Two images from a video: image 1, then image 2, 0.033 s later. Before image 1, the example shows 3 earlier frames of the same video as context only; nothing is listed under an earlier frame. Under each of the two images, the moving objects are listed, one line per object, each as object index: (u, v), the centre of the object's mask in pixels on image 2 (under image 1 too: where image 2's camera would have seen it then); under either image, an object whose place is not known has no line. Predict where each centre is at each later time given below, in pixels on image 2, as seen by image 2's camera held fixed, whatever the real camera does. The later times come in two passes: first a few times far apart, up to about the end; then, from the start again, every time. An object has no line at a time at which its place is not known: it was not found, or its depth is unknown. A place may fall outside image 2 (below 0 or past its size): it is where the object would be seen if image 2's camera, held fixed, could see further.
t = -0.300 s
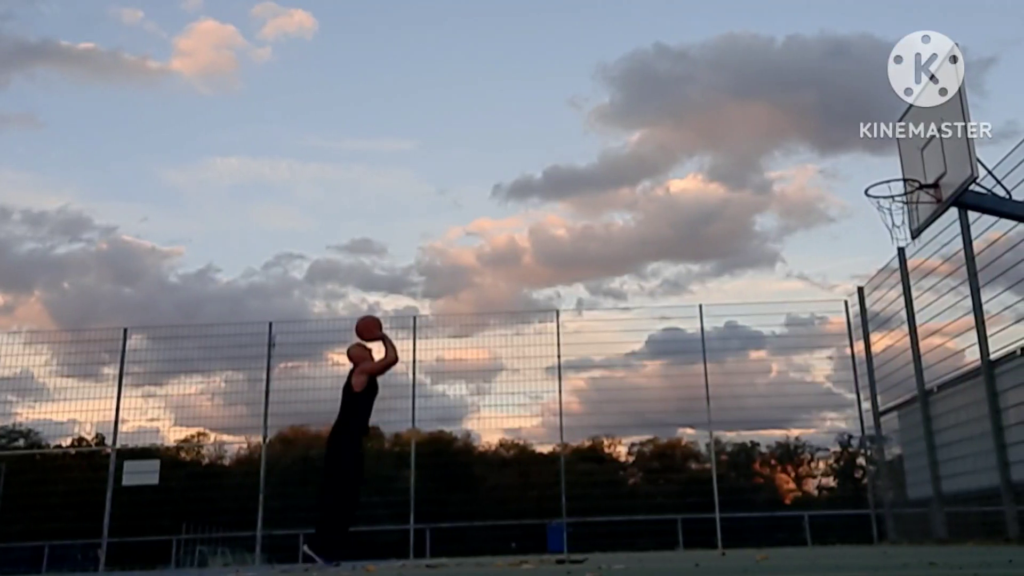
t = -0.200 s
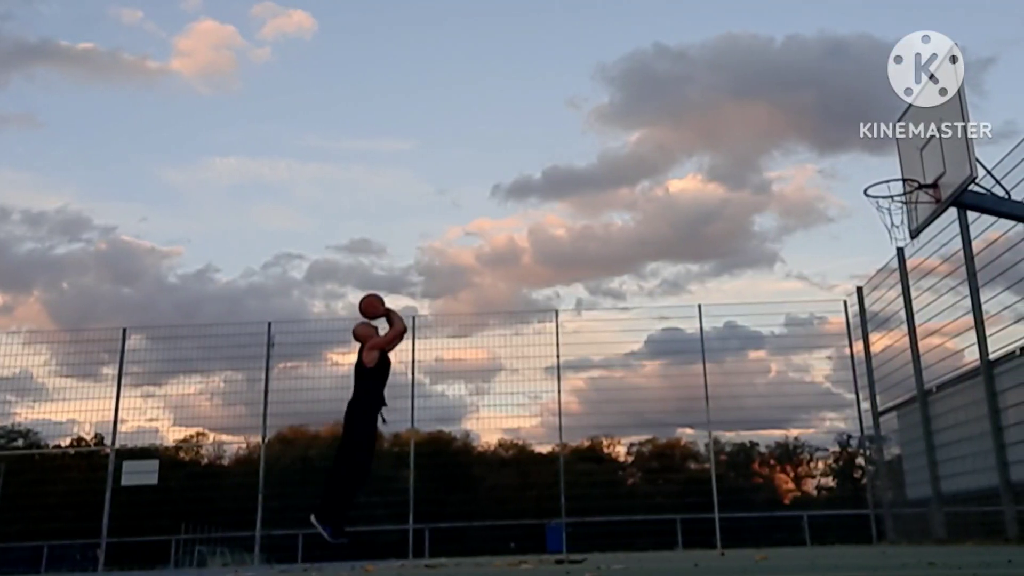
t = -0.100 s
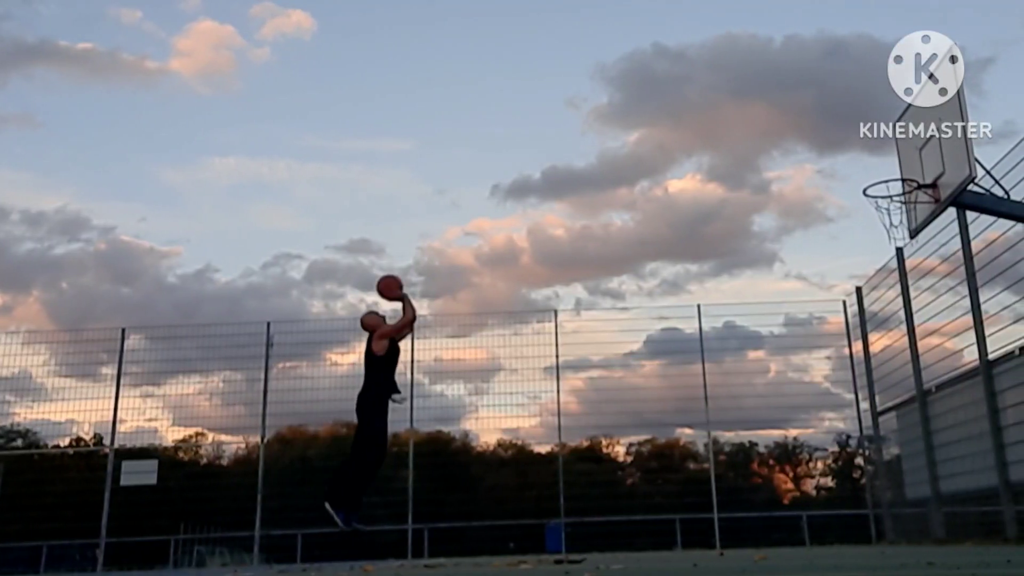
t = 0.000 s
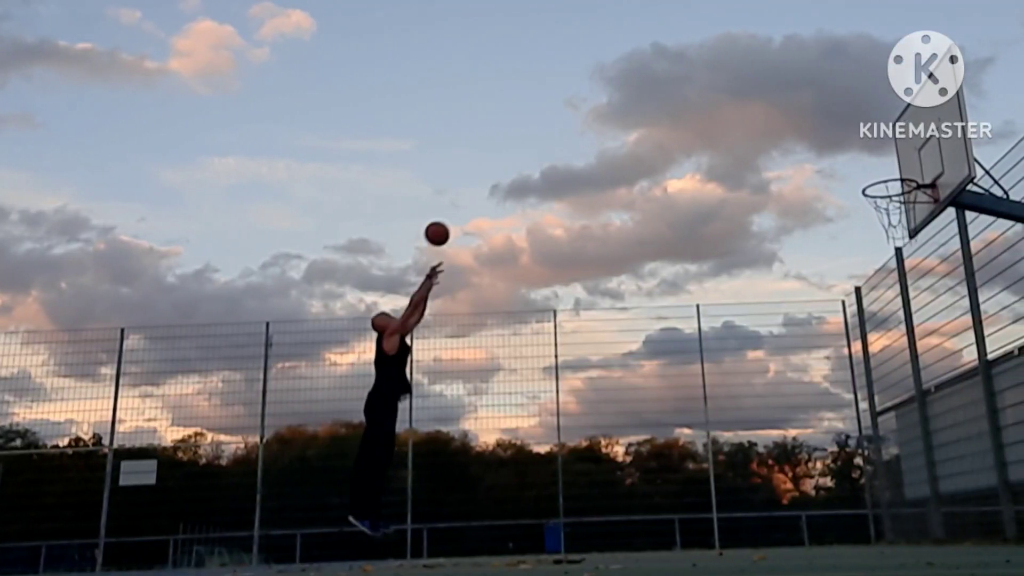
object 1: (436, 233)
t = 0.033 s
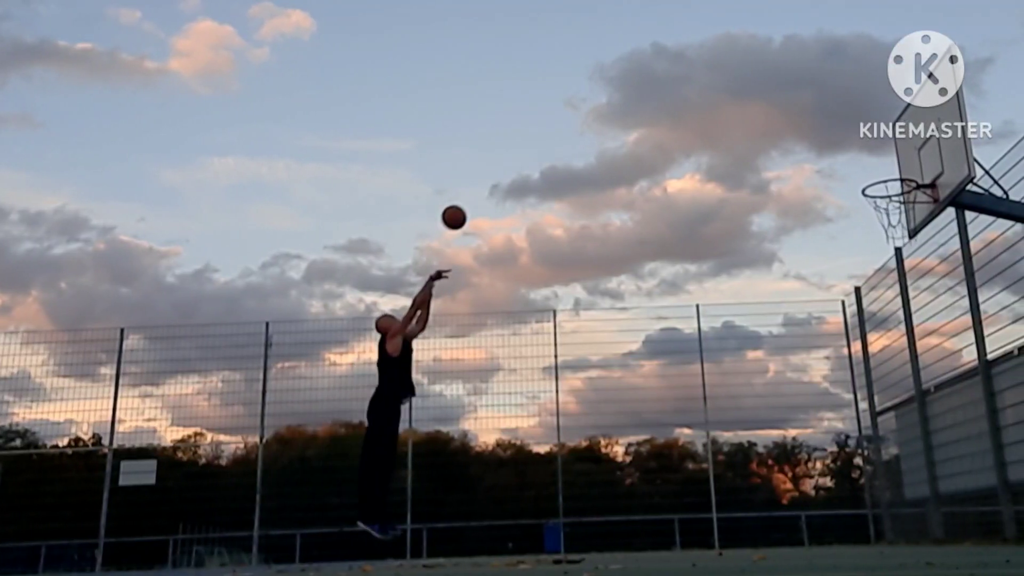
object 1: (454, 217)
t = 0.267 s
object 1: (571, 138)
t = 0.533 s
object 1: (703, 114)
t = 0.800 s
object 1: (842, 160)
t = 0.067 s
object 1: (471, 202)
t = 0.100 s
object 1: (488, 188)
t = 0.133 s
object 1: (505, 176)
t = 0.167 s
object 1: (521, 165)
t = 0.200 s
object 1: (538, 155)
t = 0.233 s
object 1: (554, 146)
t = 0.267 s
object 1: (571, 138)
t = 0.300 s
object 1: (587, 131)
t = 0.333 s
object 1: (604, 125)
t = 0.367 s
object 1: (620, 121)
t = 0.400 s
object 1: (637, 117)
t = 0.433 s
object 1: (653, 115)
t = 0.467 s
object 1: (670, 114)
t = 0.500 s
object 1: (686, 113)
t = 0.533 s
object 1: (703, 114)
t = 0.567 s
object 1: (720, 116)
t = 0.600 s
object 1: (737, 119)
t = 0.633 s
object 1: (754, 123)
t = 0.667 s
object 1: (771, 128)
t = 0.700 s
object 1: (788, 134)
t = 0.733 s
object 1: (806, 142)
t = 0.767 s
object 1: (824, 150)
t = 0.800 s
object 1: (842, 160)
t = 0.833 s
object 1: (861, 171)
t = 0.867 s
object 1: (880, 183)
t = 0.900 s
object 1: (898, 196)
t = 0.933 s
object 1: (911, 202)
